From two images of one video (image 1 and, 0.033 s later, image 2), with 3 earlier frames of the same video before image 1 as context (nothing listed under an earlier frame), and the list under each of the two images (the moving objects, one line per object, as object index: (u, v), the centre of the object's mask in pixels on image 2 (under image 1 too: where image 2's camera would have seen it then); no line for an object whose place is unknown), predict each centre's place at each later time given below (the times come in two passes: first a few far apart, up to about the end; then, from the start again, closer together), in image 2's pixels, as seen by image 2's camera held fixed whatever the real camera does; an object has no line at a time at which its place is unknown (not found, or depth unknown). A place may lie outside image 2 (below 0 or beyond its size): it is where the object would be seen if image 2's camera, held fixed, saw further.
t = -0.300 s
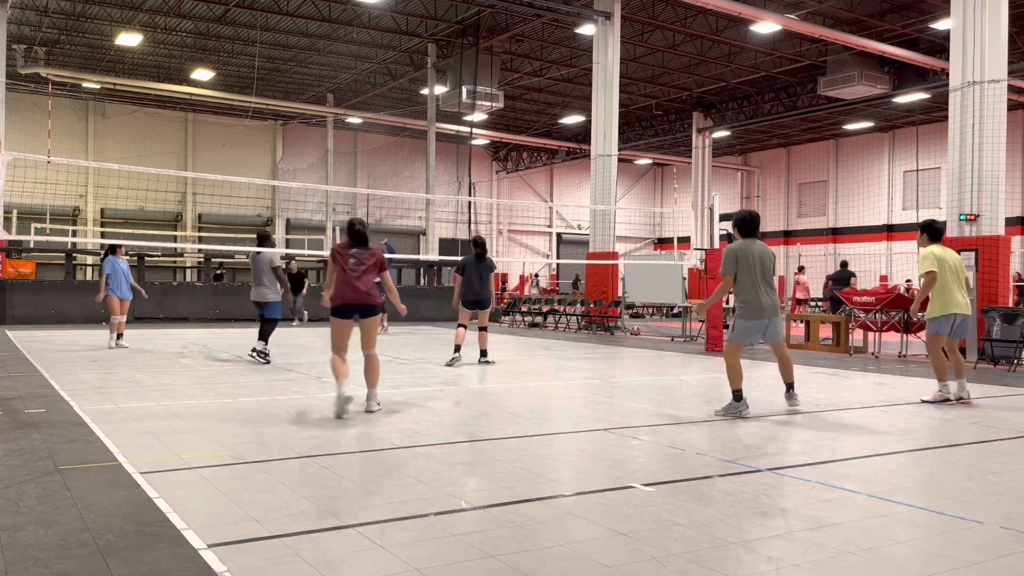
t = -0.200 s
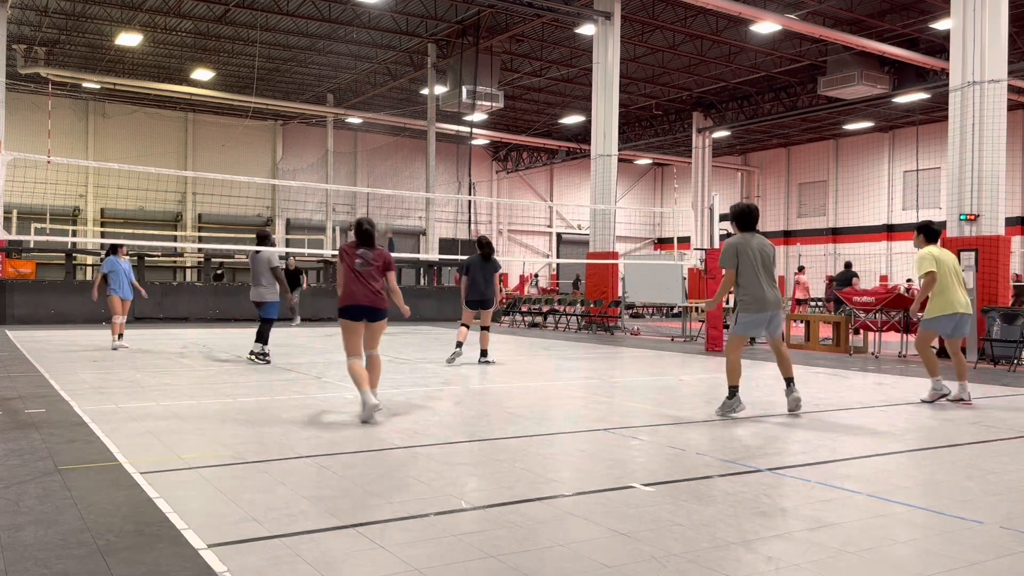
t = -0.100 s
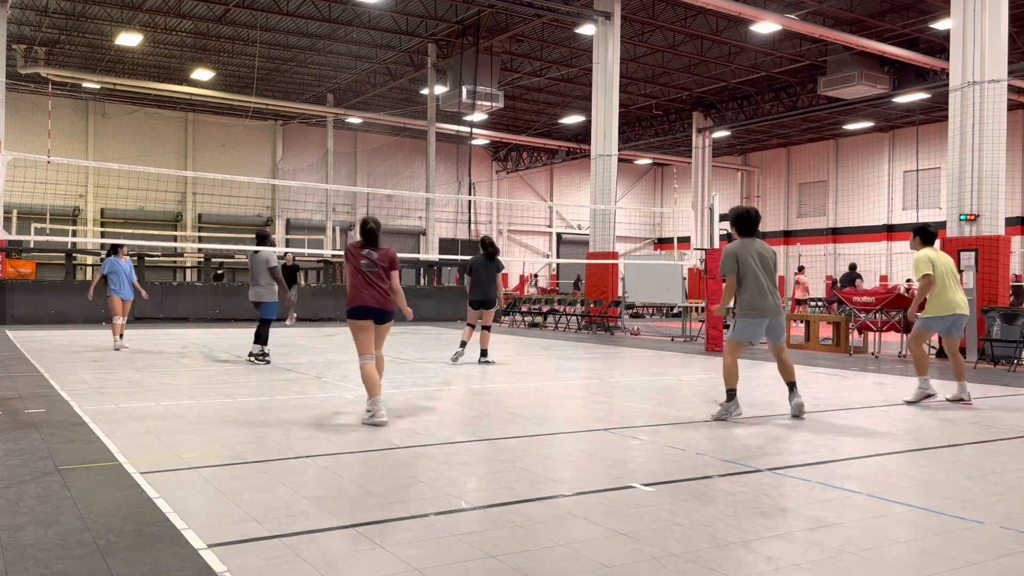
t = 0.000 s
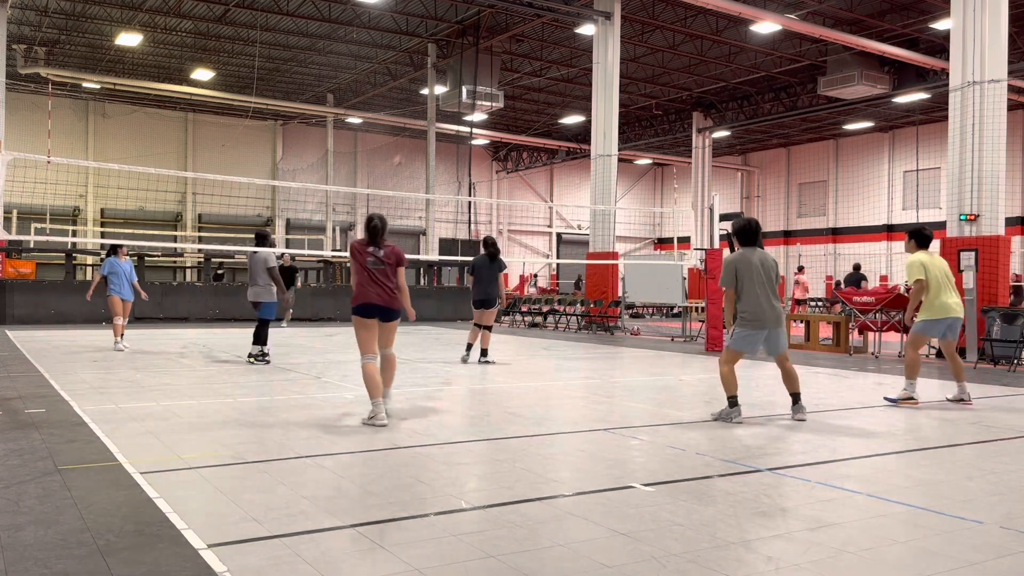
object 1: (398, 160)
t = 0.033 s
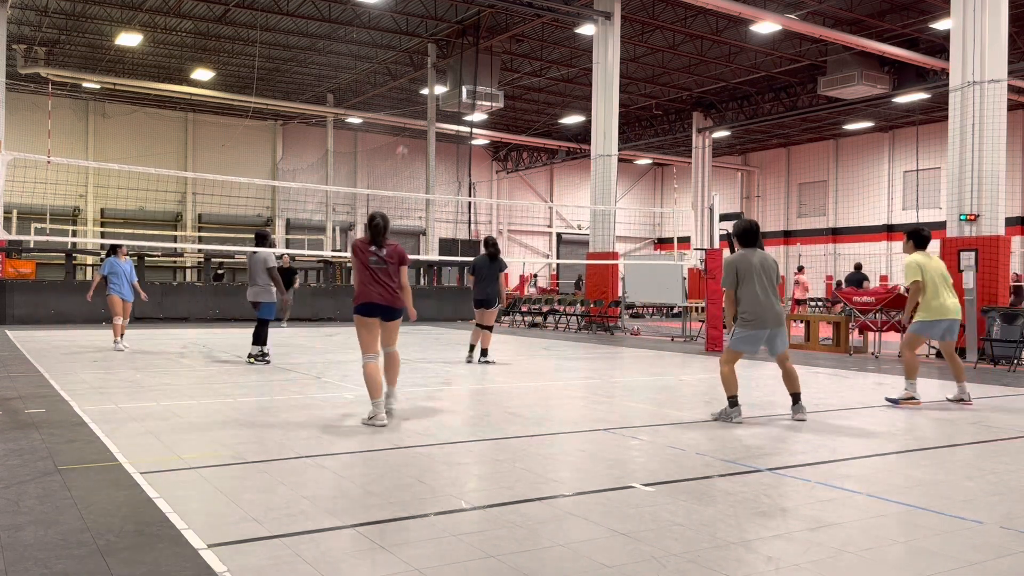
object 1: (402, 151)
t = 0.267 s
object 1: (423, 99)
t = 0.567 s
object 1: (457, 68)
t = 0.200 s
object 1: (417, 111)
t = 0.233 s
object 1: (420, 105)
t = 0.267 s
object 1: (423, 99)
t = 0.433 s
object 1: (441, 75)
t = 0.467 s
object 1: (445, 72)
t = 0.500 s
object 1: (449, 70)
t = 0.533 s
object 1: (453, 69)
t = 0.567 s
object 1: (457, 68)
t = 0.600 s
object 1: (461, 68)
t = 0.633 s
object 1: (465, 69)
